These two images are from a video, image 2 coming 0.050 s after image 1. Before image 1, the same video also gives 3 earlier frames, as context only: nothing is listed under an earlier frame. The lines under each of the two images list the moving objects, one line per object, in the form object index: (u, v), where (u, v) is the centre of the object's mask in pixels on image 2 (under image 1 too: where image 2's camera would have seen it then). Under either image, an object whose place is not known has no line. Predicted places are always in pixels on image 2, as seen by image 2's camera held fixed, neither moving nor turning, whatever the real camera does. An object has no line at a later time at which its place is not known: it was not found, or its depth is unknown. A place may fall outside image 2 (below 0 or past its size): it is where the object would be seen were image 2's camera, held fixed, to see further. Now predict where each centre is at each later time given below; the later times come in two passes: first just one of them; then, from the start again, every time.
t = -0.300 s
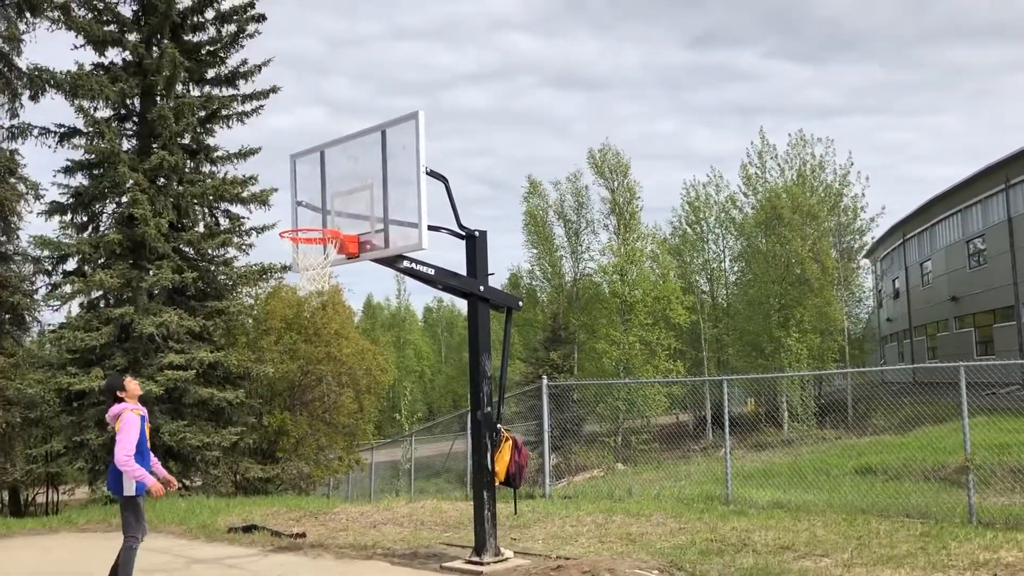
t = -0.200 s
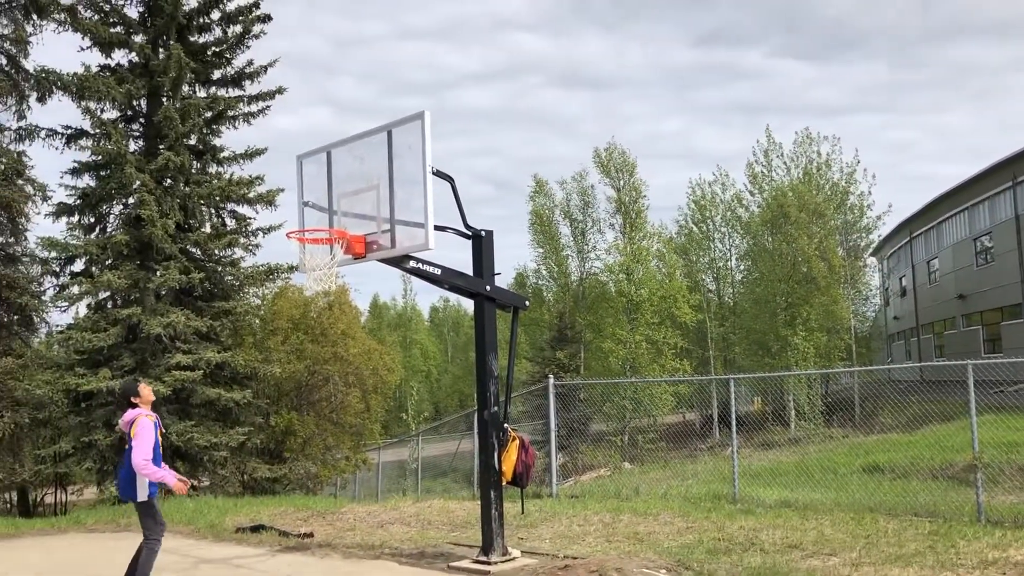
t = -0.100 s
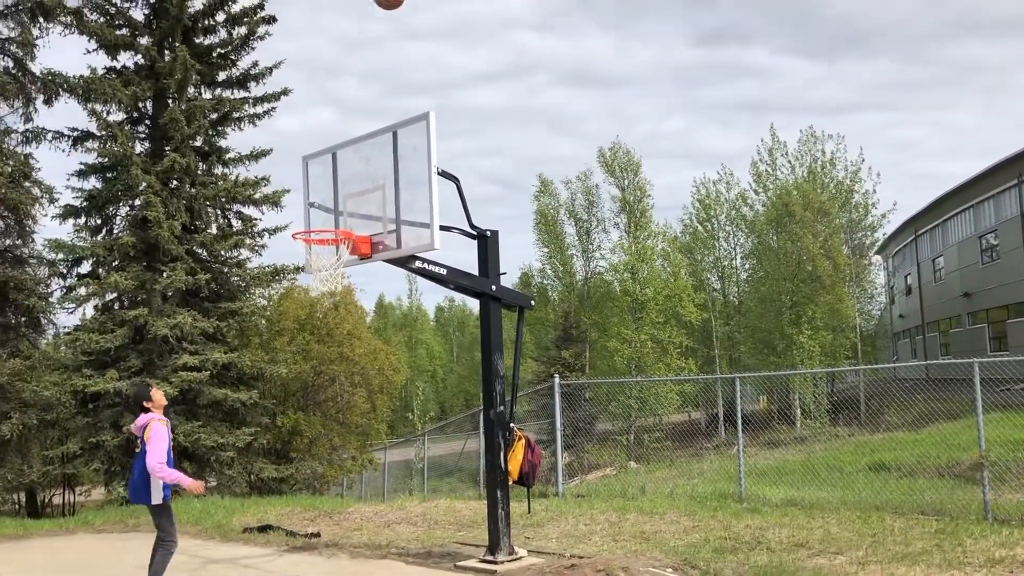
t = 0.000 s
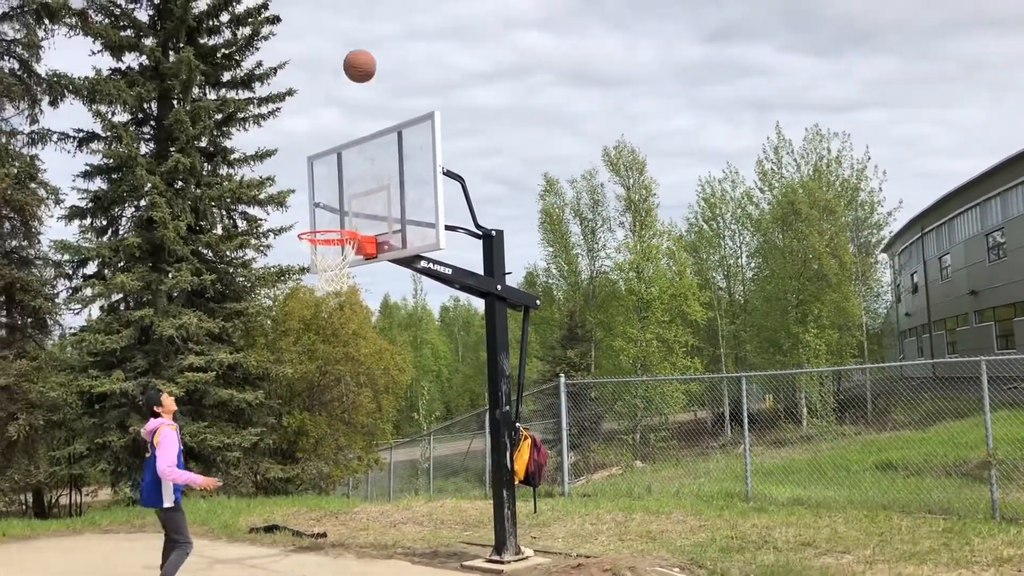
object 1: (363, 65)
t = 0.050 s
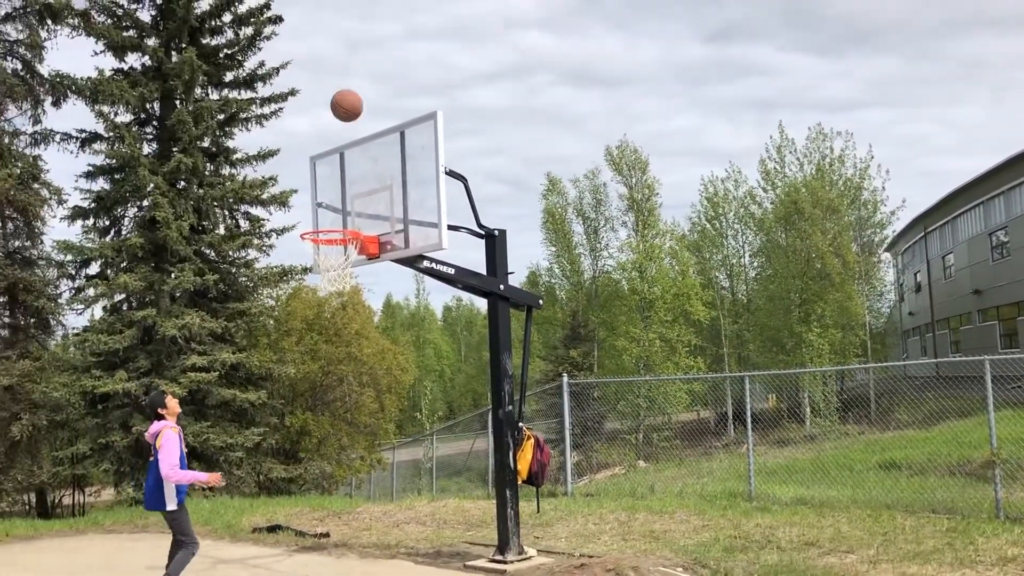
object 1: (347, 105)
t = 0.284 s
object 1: (302, 208)
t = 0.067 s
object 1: (341, 118)
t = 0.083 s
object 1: (336, 132)
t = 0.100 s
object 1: (331, 146)
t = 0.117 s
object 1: (326, 161)
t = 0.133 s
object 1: (321, 175)
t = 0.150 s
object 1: (316, 189)
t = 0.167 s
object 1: (311, 204)
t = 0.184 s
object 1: (306, 219)
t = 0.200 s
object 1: (305, 220)
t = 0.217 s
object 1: (304, 217)
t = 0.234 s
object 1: (304, 214)
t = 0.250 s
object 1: (303, 212)
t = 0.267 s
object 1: (303, 210)
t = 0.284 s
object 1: (302, 208)
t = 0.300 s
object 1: (301, 206)
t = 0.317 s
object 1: (301, 205)
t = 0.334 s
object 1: (300, 204)
